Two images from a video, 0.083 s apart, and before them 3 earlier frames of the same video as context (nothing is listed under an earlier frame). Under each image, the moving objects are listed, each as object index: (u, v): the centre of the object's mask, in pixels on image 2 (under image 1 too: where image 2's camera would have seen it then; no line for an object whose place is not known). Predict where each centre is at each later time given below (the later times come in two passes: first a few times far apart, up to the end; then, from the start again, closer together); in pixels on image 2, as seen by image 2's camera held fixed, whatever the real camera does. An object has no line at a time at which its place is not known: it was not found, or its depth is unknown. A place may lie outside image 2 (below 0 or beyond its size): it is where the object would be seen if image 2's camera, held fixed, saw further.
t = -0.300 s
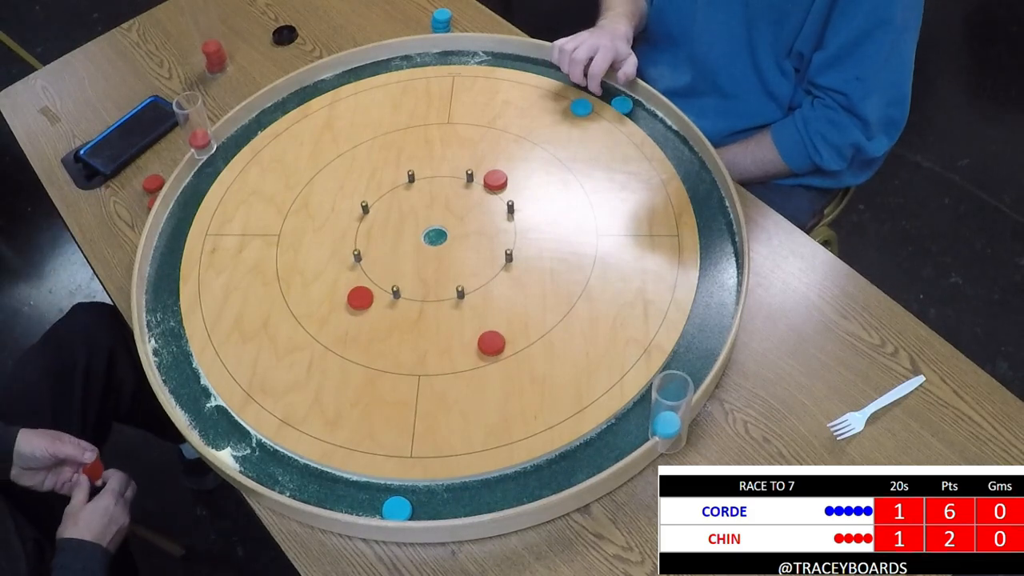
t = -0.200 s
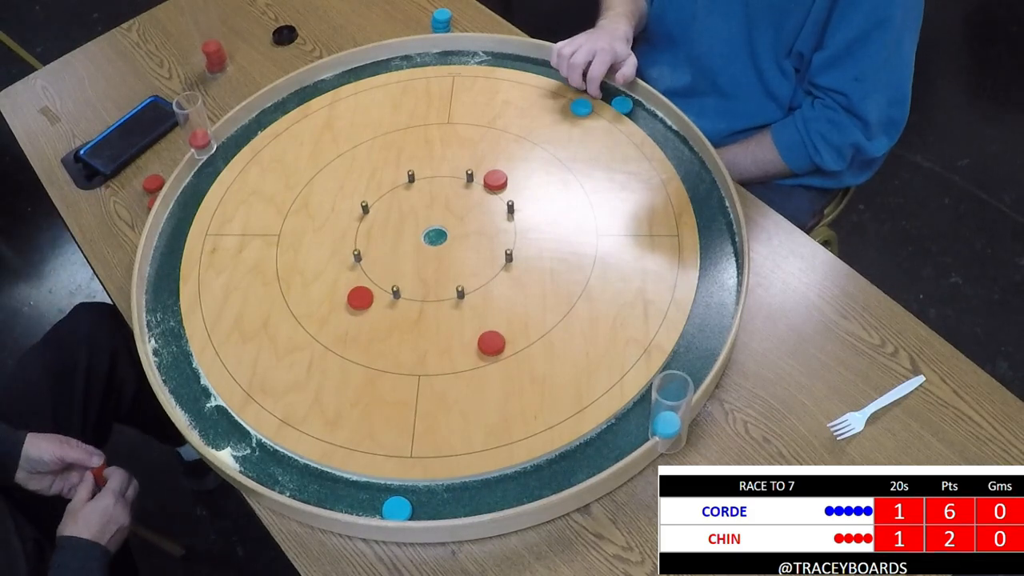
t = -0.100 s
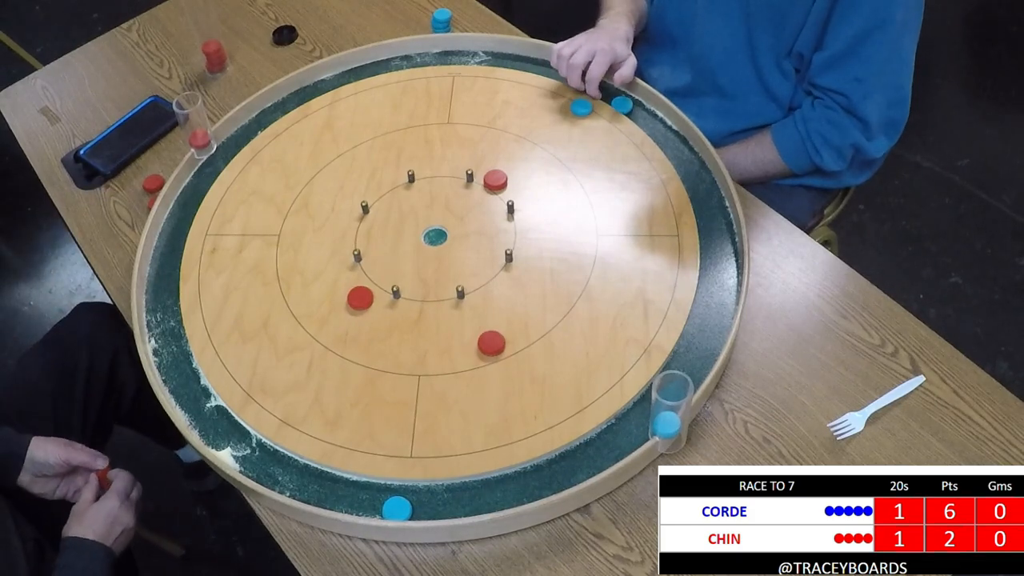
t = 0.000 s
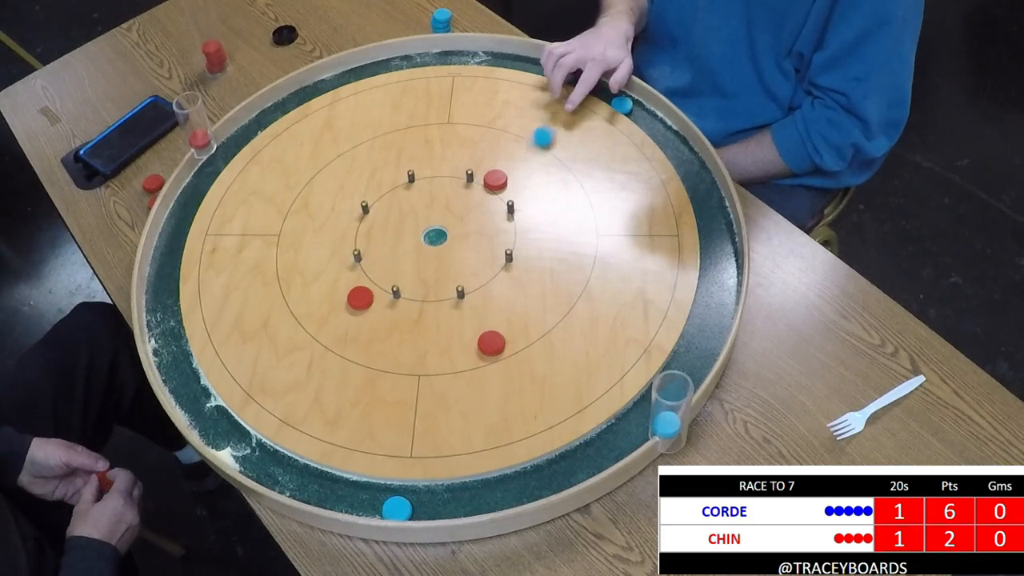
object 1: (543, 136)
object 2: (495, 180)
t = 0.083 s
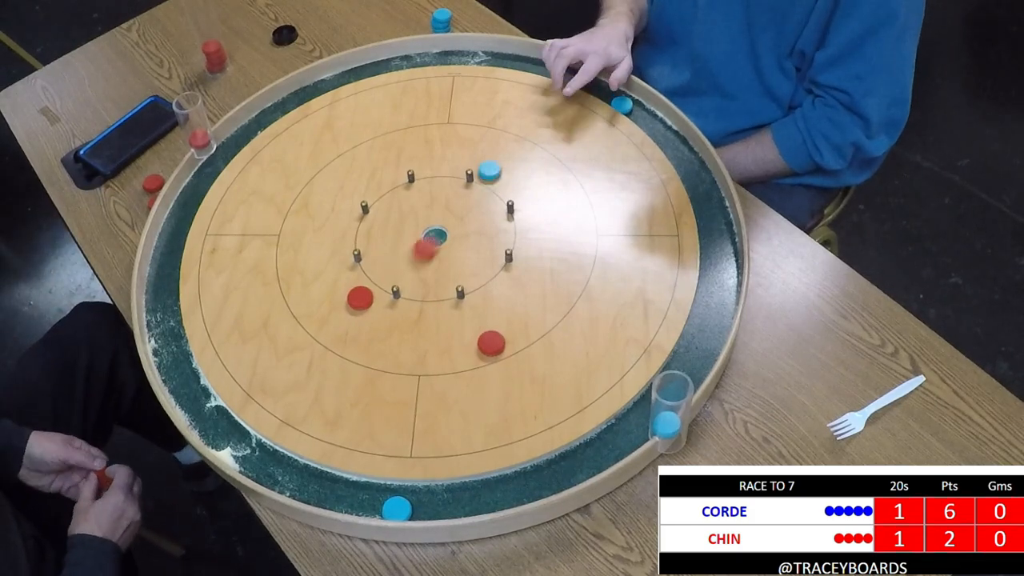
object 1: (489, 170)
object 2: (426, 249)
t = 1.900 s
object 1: (513, 139)
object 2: (177, 368)
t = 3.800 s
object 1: (513, 140)
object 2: (177, 368)
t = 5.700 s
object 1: (513, 140)
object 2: (177, 368)
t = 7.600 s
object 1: (514, 139)
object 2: (177, 368)
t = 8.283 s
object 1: (513, 140)
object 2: (177, 368)
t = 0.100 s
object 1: (484, 172)
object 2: (405, 269)
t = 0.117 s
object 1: (485, 169)
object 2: (382, 278)
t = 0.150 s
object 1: (491, 164)
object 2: (346, 275)
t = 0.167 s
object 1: (494, 161)
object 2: (331, 282)
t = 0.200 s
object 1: (498, 156)
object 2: (301, 298)
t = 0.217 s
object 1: (500, 154)
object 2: (286, 306)
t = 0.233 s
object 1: (502, 152)
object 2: (271, 313)
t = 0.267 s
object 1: (505, 148)
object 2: (243, 328)
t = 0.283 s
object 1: (507, 147)
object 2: (230, 335)
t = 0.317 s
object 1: (510, 144)
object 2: (203, 349)
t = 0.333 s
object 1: (511, 143)
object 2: (188, 357)
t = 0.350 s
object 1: (511, 143)
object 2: (177, 364)
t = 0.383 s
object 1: (513, 141)
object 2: (177, 367)
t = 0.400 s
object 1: (513, 140)
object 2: (181, 364)
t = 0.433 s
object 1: (514, 140)
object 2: (171, 371)
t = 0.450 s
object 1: (514, 140)
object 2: (171, 372)
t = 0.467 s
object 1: (514, 140)
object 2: (174, 369)
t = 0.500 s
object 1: (514, 140)
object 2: (182, 366)
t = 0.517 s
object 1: (514, 140)
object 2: (182, 366)
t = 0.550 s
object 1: (514, 140)
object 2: (177, 368)
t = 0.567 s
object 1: (514, 140)
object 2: (174, 369)
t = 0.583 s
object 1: (514, 140)
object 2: (172, 371)
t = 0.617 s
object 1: (514, 140)
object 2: (169, 372)
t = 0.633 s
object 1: (514, 140)
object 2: (170, 371)
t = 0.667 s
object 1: (514, 140)
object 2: (173, 370)
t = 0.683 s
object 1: (514, 140)
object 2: (174, 369)
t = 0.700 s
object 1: (514, 140)
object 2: (175, 369)
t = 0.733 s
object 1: (514, 140)
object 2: (176, 368)
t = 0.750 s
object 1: (514, 140)
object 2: (176, 368)
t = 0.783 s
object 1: (514, 140)
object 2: (176, 368)
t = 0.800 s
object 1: (514, 140)
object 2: (176, 368)
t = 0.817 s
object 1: (514, 140)
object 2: (176, 368)
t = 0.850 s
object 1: (514, 140)
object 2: (176, 368)
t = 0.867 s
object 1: (514, 140)
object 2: (176, 368)
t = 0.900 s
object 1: (514, 140)
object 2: (176, 368)
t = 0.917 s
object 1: (514, 140)
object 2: (176, 368)
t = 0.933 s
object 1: (514, 140)
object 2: (176, 368)
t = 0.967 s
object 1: (514, 140)
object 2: (176, 368)
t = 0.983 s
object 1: (514, 140)
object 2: (176, 368)
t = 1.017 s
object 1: (514, 140)
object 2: (176, 368)
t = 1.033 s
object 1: (514, 140)
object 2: (176, 368)
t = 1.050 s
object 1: (514, 140)
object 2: (177, 368)
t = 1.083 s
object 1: (514, 140)
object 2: (176, 368)
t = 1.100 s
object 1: (514, 140)
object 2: (177, 368)
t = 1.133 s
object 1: (514, 140)
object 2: (177, 368)
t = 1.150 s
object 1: (514, 140)
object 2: (177, 368)
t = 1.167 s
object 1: (514, 140)
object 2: (177, 368)
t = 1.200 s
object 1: (514, 140)
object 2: (177, 368)
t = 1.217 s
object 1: (514, 140)
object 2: (176, 368)
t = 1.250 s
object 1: (513, 140)
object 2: (177, 368)
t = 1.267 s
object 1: (514, 140)
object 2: (177, 368)
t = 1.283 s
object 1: (513, 140)
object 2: (177, 368)
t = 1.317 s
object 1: (513, 140)
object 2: (177, 368)
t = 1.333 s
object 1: (513, 140)
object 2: (177, 368)
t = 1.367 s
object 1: (513, 140)
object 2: (177, 368)
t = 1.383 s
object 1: (514, 140)
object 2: (177, 368)
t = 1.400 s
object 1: (514, 139)
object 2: (177, 368)
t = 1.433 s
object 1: (514, 139)
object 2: (177, 368)
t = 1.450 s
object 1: (514, 140)
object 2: (177, 368)
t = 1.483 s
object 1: (513, 140)
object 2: (177, 368)
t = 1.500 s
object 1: (514, 140)
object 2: (177, 368)
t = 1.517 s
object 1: (514, 139)
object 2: (177, 368)
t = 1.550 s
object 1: (513, 140)
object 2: (177, 368)
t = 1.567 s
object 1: (514, 140)
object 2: (177, 368)
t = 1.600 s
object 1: (513, 140)
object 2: (177, 368)
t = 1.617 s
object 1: (513, 140)
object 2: (177, 368)
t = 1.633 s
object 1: (513, 140)
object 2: (177, 368)
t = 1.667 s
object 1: (513, 140)
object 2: (177, 368)
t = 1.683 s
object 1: (513, 140)
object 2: (177, 368)
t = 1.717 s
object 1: (513, 140)
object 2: (177, 368)
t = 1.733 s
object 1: (513, 140)
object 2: (177, 368)
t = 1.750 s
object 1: (513, 140)
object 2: (177, 368)
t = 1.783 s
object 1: (513, 139)
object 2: (177, 368)
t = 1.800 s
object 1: (513, 139)
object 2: (177, 368)
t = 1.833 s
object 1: (514, 139)
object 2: (177, 368)
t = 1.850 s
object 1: (514, 139)
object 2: (177, 368)
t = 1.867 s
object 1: (513, 139)
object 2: (177, 368)
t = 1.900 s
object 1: (513, 139)
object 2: (177, 368)
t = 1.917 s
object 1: (513, 139)
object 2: (177, 368)
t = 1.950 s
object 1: (513, 140)
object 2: (177, 367)
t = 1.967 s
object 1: (513, 139)
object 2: (177, 368)
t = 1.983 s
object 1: (513, 140)
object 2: (177, 368)
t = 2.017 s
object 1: (513, 140)
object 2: (177, 368)
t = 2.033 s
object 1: (513, 140)
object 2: (177, 368)
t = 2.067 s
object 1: (513, 139)
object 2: (177, 368)
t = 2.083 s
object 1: (513, 139)
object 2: (177, 368)
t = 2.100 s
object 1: (513, 139)
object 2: (177, 368)
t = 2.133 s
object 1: (513, 139)
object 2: (177, 368)
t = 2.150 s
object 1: (513, 139)
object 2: (177, 368)
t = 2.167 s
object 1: (513, 139)
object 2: (177, 368)
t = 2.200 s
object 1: (514, 139)
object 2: (177, 368)
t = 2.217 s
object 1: (513, 139)
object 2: (177, 368)
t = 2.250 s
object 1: (513, 139)
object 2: (177, 368)
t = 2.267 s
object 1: (513, 139)
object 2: (177, 368)
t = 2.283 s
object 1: (513, 139)
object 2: (177, 368)
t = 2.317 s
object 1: (513, 139)
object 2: (177, 368)
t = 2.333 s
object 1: (513, 139)
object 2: (177, 368)
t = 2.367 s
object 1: (513, 140)
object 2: (177, 368)
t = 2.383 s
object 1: (513, 140)
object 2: (177, 368)
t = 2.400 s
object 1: (513, 140)
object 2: (177, 368)
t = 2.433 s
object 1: (513, 140)
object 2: (177, 368)
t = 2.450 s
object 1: (513, 140)
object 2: (177, 368)
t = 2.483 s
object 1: (513, 139)
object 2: (177, 368)
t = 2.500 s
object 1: (513, 139)
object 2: (177, 368)
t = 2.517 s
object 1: (513, 139)
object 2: (177, 368)
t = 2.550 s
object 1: (513, 139)
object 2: (177, 368)
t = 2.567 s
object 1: (513, 140)
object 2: (177, 368)
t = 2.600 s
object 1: (513, 140)
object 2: (177, 368)
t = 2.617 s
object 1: (513, 140)
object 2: (177, 368)
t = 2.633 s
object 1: (513, 140)
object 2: (177, 368)
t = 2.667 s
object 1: (513, 140)
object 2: (177, 368)
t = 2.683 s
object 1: (513, 140)
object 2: (177, 367)
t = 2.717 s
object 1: (513, 140)
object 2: (177, 368)
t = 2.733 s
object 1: (513, 140)
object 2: (177, 368)
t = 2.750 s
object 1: (513, 140)
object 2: (177, 368)
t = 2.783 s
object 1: (513, 140)
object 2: (177, 368)
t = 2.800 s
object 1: (513, 140)
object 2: (177, 368)
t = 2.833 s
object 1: (514, 140)
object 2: (177, 368)
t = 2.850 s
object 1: (514, 140)
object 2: (177, 368)
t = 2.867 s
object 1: (513, 140)
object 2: (177, 368)
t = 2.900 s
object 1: (513, 139)
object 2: (177, 368)
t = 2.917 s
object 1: (513, 140)
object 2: (177, 368)
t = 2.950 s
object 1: (513, 140)
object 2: (177, 368)
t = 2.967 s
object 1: (513, 139)
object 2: (177, 368)
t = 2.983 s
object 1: (513, 140)
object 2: (177, 368)
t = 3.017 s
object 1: (513, 140)
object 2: (177, 368)
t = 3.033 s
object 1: (513, 140)
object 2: (177, 367)
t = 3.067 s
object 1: (513, 140)
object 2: (177, 367)
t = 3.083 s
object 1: (513, 140)
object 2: (177, 367)
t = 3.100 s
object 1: (513, 140)
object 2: (177, 368)
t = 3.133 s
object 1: (513, 139)
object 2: (177, 368)
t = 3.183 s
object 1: (513, 139)
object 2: (177, 368)
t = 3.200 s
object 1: (513, 139)
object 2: (177, 368)
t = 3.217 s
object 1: (513, 139)
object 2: (177, 368)
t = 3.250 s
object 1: (513, 139)
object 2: (177, 368)
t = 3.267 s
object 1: (514, 139)
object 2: (177, 368)
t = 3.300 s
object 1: (514, 139)
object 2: (177, 368)
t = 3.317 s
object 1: (513, 139)
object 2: (177, 368)
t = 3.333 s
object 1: (513, 139)
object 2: (177, 368)
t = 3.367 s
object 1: (513, 139)
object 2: (177, 368)
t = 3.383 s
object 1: (513, 139)
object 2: (177, 368)
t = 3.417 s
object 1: (513, 140)
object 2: (177, 368)
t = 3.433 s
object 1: (513, 140)
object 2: (177, 368)
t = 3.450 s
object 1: (513, 140)
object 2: (177, 368)
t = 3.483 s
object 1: (513, 140)
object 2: (177, 368)
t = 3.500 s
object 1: (513, 139)
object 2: (177, 368)
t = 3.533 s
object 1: (513, 139)
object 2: (177, 368)
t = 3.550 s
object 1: (513, 139)
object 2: (177, 368)
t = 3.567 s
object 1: (513, 139)
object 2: (177, 368)
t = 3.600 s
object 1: (513, 139)
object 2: (177, 368)
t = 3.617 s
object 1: (513, 139)
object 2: (177, 368)
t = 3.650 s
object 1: (514, 139)
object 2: (177, 368)
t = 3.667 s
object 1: (512, 139)
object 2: (175, 367)
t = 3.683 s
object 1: (513, 140)
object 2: (177, 368)
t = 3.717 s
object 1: (513, 140)
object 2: (177, 368)
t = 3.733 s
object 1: (513, 140)
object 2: (177, 368)
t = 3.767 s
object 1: (513, 140)
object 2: (177, 368)
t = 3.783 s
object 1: (513, 140)
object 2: (177, 368)
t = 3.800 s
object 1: (513, 140)
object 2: (177, 368)
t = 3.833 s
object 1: (513, 140)
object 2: (177, 368)
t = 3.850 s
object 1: (513, 140)
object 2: (177, 368)
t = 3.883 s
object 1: (513, 140)
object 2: (177, 368)
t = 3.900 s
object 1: (513, 139)
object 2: (177, 368)
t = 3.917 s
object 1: (513, 139)
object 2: (177, 368)
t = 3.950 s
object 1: (513, 139)
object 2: (177, 368)
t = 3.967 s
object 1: (513, 139)
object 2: (177, 368)
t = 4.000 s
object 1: (514, 139)
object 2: (177, 368)
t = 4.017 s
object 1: (513, 139)
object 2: (177, 368)
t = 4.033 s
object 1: (514, 139)
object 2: (177, 368)
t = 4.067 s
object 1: (513, 140)
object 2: (177, 368)
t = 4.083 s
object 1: (513, 140)
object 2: (177, 368)
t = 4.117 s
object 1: (513, 140)
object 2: (177, 368)
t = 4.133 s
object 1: (513, 140)
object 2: (177, 368)
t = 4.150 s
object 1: (513, 140)
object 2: (177, 368)
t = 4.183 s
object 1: (513, 140)
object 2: (177, 368)
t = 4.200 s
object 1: (513, 140)
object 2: (177, 368)
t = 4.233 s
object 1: (513, 140)
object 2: (177, 367)
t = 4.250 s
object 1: (513, 140)
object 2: (177, 368)
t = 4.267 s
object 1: (513, 139)
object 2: (177, 368)
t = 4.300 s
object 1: (514, 140)
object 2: (177, 368)
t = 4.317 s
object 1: (514, 140)
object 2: (177, 368)
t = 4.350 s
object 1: (514, 140)
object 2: (177, 368)
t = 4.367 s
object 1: (514, 140)
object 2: (177, 368)
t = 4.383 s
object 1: (514, 139)
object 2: (177, 368)
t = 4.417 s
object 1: (513, 140)
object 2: (177, 368)
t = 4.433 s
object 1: (513, 140)
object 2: (177, 368)
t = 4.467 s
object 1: (513, 140)
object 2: (177, 368)
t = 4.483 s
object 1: (513, 140)
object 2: (177, 368)
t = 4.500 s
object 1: (513, 140)
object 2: (177, 368)
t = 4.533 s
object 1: (513, 140)
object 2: (177, 368)
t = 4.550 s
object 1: (513, 140)
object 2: (177, 368)
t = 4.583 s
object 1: (513, 140)
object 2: (177, 368)
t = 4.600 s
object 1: (513, 140)
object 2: (177, 368)
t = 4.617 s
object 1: (513, 139)
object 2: (177, 368)
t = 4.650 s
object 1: (513, 139)
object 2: (177, 368)
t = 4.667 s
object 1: (513, 140)
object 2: (177, 368)
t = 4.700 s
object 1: (513, 140)
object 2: (177, 368)
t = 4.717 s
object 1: (514, 139)
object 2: (177, 368)
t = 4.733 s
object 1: (513, 140)
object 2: (177, 368)
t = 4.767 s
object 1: (513, 140)
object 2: (177, 368)
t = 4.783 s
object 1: (513, 140)
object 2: (177, 368)
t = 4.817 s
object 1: (513, 140)
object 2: (177, 368)
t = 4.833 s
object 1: (513, 140)
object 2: (177, 368)
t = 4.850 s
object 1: (513, 140)
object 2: (177, 368)
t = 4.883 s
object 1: (513, 140)
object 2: (177, 368)
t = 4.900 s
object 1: (513, 140)
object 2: (177, 368)
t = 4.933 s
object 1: (513, 140)
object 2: (177, 368)
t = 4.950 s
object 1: (514, 140)
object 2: (177, 368)
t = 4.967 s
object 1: (514, 140)
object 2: (177, 368)
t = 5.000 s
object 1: (513, 139)
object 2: (177, 368)
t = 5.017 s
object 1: (513, 140)
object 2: (177, 368)
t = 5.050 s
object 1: (513, 139)
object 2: (177, 368)
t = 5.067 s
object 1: (513, 139)
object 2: (177, 368)
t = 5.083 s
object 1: (513, 139)
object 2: (177, 368)
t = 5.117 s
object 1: (513, 139)
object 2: (177, 368)
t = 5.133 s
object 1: (513, 140)
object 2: (177, 368)
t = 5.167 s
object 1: (513, 140)
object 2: (177, 368)
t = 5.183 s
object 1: (513, 140)
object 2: (177, 368)
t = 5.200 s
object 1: (513, 140)
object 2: (177, 368)
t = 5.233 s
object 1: (513, 140)
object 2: (177, 368)
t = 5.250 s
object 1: (513, 140)
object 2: (177, 368)
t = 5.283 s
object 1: (513, 140)
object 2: (177, 368)
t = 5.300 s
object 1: (513, 140)
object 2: (177, 368)
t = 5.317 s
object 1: (513, 140)
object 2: (177, 368)
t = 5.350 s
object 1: (514, 139)
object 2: (177, 368)
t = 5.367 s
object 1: (514, 139)
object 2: (177, 368)
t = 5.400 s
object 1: (514, 140)
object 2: (177, 368)
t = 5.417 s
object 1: (514, 139)
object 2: (177, 368)
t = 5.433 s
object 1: (514, 140)
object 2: (177, 368)
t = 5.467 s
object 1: (514, 140)
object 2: (177, 368)
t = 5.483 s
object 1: (514, 140)
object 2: (177, 368)
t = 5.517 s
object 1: (513, 140)
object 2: (177, 368)
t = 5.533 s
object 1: (513, 140)
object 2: (177, 368)
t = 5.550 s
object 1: (513, 140)
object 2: (177, 368)
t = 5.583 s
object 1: (513, 140)
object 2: (177, 368)
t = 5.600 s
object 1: (513, 140)
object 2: (177, 368)
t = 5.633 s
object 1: (513, 140)
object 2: (177, 368)
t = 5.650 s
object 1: (513, 140)
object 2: (177, 368)
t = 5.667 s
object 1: (513, 140)
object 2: (177, 368)
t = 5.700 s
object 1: (513, 140)
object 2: (177, 368)
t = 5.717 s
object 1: (514, 140)
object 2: (177, 368)
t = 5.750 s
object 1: (513, 140)
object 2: (177, 368)
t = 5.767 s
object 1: (514, 140)
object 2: (177, 368)
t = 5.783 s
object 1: (513, 140)
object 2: (177, 368)
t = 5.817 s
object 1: (513, 140)
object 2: (177, 368)
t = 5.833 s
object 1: (513, 140)
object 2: (177, 368)
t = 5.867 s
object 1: (513, 140)
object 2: (177, 368)
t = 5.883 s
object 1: (513, 140)
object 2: (177, 368)
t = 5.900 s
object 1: (513, 140)
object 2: (177, 368)
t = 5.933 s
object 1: (513, 140)
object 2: (177, 368)
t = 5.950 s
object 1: (513, 140)
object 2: (177, 368)
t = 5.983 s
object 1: (513, 140)
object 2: (177, 368)
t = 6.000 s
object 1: (513, 140)
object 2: (177, 368)
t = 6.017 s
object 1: (513, 140)
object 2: (177, 368)
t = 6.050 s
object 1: (513, 140)
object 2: (177, 368)
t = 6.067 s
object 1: (513, 140)
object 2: (177, 368)
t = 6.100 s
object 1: (513, 140)
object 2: (177, 368)
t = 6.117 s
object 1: (513, 140)
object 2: (177, 368)
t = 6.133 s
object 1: (513, 140)
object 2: (177, 368)
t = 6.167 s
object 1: (513, 140)
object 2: (177, 368)
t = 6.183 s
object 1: (513, 140)
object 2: (177, 368)
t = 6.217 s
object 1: (513, 140)
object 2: (177, 368)
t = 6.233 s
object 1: (513, 140)
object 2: (177, 368)
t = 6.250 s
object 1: (513, 140)
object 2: (177, 368)
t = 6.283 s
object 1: (513, 140)
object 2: (177, 368)
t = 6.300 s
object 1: (513, 140)
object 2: (177, 368)
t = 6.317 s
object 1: (513, 140)
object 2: (177, 368)
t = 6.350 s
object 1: (513, 140)
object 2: (177, 368)
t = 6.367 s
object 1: (513, 140)
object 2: (177, 368)
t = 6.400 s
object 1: (513, 140)
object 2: (177, 368)
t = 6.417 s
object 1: (513, 140)
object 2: (177, 368)
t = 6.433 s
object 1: (513, 140)
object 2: (177, 368)
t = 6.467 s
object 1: (513, 140)
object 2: (177, 368)
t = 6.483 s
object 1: (513, 139)
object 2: (177, 368)
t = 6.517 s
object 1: (513, 140)
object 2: (177, 368)
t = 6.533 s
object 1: (513, 140)
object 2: (177, 368)
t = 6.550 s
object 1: (513, 140)
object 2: (177, 368)
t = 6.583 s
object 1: (513, 140)
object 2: (177, 368)
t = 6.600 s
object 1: (513, 140)
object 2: (177, 368)
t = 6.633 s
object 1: (513, 140)
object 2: (177, 368)
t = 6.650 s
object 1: (513, 140)
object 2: (177, 368)
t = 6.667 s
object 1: (513, 140)
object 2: (177, 368)
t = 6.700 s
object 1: (513, 139)
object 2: (177, 368)
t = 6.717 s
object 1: (513, 139)
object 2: (177, 368)
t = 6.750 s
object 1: (513, 139)
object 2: (177, 368)
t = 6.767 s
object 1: (514, 139)
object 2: (177, 368)
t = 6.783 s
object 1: (513, 139)
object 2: (177, 368)
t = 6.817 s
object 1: (514, 139)
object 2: (177, 368)
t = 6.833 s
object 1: (513, 139)
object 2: (177, 368)
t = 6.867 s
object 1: (513, 139)
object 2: (177, 368)
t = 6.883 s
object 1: (513, 140)
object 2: (177, 368)
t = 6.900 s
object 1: (513, 140)
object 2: (177, 368)
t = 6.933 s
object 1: (513, 140)
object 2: (177, 368)
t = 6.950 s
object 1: (513, 140)
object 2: (177, 368)
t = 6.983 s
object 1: (513, 140)
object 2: (177, 368)
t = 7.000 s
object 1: (513, 140)
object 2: (177, 368)
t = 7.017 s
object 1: (513, 140)
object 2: (177, 368)
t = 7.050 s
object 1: (513, 140)
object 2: (177, 368)
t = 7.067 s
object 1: (513, 140)
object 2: (177, 368)
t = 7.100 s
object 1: (514, 140)
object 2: (177, 368)
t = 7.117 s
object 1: (514, 139)
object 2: (177, 368)
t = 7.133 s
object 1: (513, 139)
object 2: (177, 368)
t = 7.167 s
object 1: (513, 139)
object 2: (177, 368)
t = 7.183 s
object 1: (513, 139)
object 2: (177, 368)
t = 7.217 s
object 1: (513, 139)
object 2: (177, 368)
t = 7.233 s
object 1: (513, 139)
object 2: (177, 368)
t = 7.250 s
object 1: (513, 140)
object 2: (177, 368)
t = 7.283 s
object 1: (513, 140)
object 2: (177, 368)
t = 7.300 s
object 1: (513, 140)
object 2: (177, 368)
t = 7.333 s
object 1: (513, 139)
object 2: (177, 368)
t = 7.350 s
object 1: (513, 139)
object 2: (177, 368)
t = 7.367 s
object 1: (513, 139)
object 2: (177, 368)
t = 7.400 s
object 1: (513, 139)
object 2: (177, 368)
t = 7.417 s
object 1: (513, 139)
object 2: (177, 368)
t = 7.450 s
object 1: (513, 139)
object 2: (177, 368)
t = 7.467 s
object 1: (513, 139)
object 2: (177, 368)
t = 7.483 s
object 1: (514, 139)
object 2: (177, 368)
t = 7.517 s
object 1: (514, 139)
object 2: (177, 368)
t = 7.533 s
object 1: (513, 139)
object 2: (177, 368)
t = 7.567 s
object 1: (513, 139)
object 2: (177, 368)
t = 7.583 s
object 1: (513, 139)
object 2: (177, 368)
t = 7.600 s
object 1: (514, 139)
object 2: (177, 368)
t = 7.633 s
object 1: (513, 139)
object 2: (177, 368)
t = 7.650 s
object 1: (513, 139)
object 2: (177, 368)
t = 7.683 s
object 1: (513, 140)
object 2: (177, 368)
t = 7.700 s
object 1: (513, 140)
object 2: (177, 368)
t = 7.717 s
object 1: (513, 139)
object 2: (177, 368)
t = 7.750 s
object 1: (513, 139)
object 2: (177, 368)
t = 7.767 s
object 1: (513, 139)
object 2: (177, 368)
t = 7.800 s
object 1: (514, 139)
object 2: (177, 368)
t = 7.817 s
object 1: (514, 139)
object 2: (177, 368)
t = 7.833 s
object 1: (513, 139)
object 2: (177, 368)
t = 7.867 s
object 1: (514, 139)
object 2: (177, 368)
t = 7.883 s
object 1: (514, 139)
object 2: (177, 368)
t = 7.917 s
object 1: (514, 139)
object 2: (177, 368)
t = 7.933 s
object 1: (513, 140)
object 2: (177, 368)
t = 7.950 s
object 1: (513, 139)
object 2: (177, 368)
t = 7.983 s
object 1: (513, 140)
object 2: (177, 368)
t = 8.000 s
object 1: (513, 140)
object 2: (177, 368)
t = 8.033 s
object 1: (513, 139)
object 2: (177, 368)
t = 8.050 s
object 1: (514, 140)
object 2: (177, 368)
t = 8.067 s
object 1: (513, 140)
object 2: (177, 368)
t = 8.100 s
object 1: (513, 140)
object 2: (177, 368)
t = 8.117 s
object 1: (514, 139)
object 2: (177, 368)
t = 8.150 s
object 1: (514, 139)
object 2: (177, 368)
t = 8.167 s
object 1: (513, 139)
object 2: (177, 368)
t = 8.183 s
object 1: (513, 139)
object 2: (177, 368)
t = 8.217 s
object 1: (513, 139)
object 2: (177, 368)
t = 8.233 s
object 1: (513, 139)
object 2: (177, 368)
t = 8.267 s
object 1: (513, 139)
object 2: (177, 368)
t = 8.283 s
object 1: (513, 140)
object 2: (177, 368)
